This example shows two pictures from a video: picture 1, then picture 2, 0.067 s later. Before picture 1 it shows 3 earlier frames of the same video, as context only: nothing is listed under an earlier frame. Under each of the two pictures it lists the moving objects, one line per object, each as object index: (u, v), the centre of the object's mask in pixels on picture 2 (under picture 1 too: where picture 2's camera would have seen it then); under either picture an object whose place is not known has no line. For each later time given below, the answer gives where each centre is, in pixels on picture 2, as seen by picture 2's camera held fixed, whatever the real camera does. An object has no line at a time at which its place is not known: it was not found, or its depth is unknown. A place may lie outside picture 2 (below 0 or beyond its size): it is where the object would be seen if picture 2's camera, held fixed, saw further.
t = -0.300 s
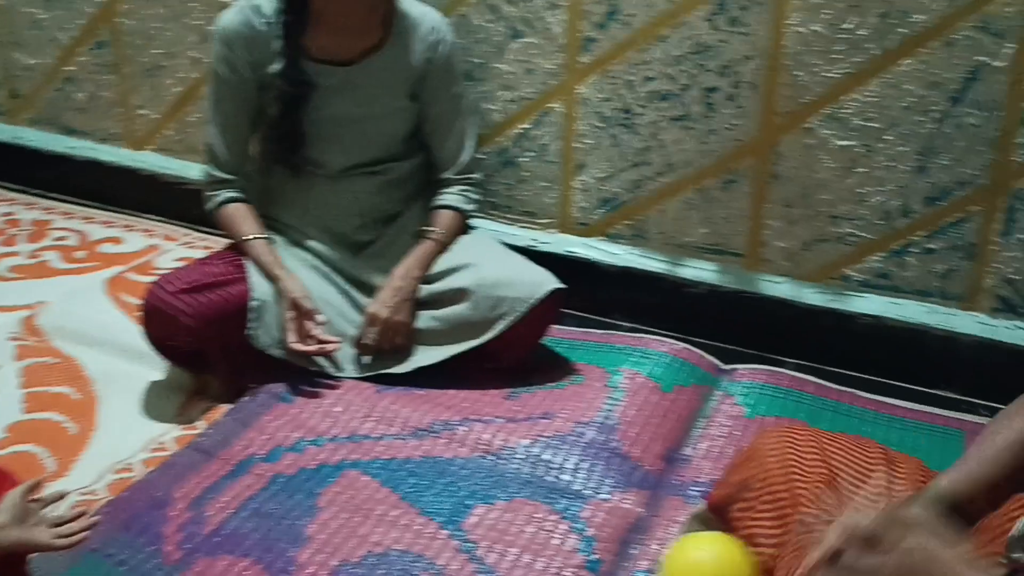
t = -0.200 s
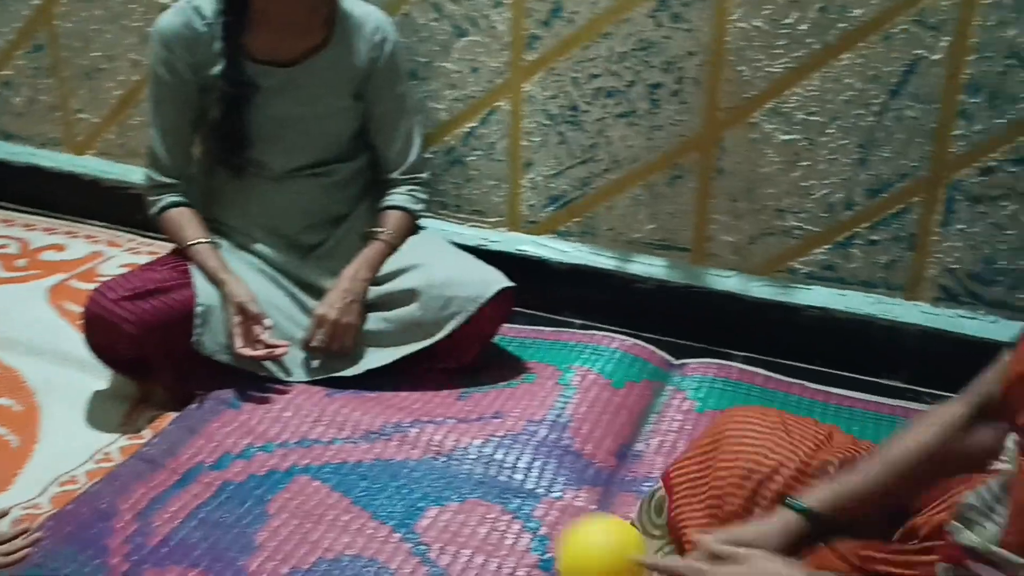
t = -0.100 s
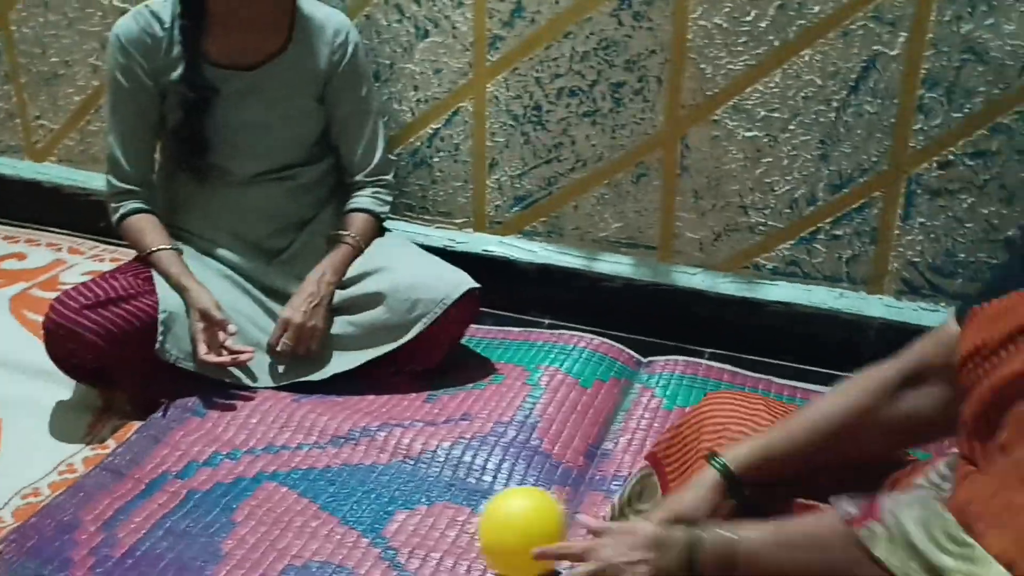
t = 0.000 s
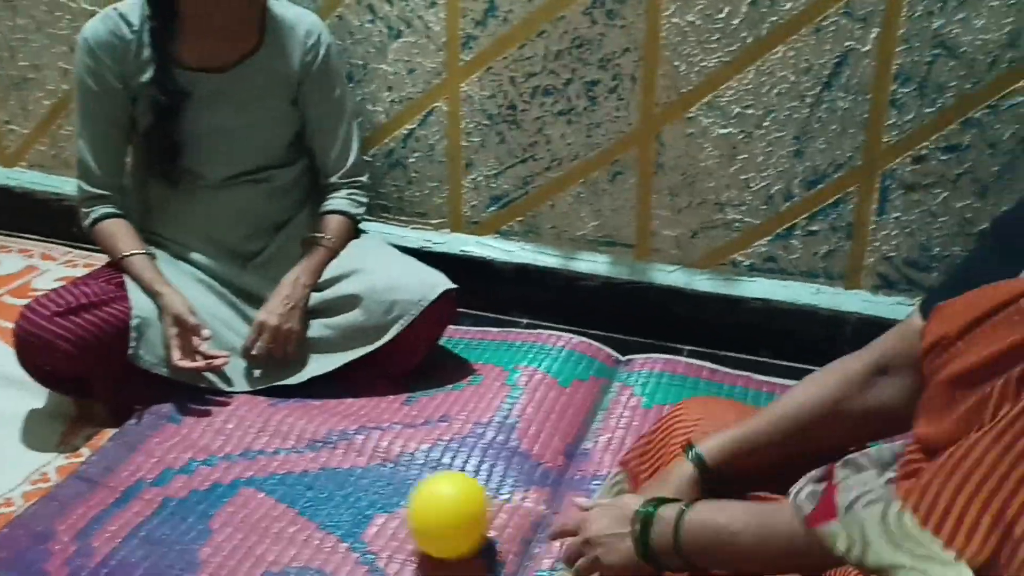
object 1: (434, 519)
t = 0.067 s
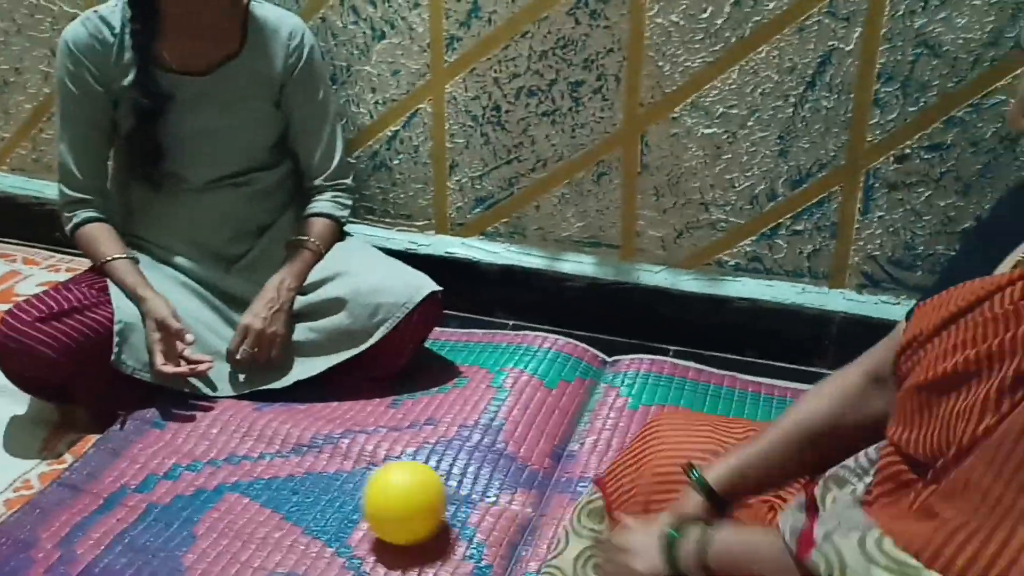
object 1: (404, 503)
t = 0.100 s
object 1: (390, 496)
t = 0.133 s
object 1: (377, 488)
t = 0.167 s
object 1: (363, 480)
